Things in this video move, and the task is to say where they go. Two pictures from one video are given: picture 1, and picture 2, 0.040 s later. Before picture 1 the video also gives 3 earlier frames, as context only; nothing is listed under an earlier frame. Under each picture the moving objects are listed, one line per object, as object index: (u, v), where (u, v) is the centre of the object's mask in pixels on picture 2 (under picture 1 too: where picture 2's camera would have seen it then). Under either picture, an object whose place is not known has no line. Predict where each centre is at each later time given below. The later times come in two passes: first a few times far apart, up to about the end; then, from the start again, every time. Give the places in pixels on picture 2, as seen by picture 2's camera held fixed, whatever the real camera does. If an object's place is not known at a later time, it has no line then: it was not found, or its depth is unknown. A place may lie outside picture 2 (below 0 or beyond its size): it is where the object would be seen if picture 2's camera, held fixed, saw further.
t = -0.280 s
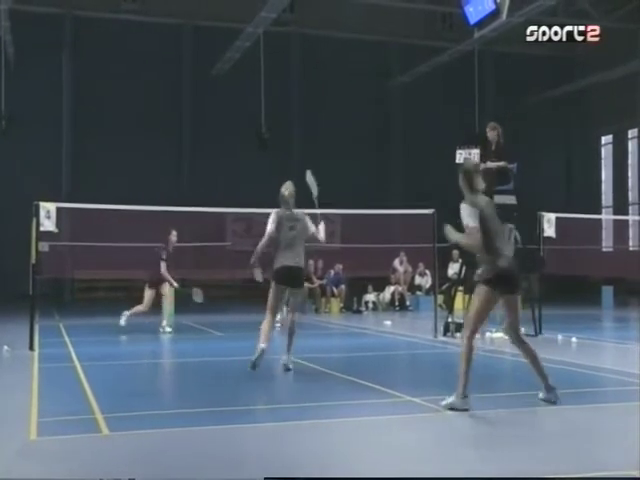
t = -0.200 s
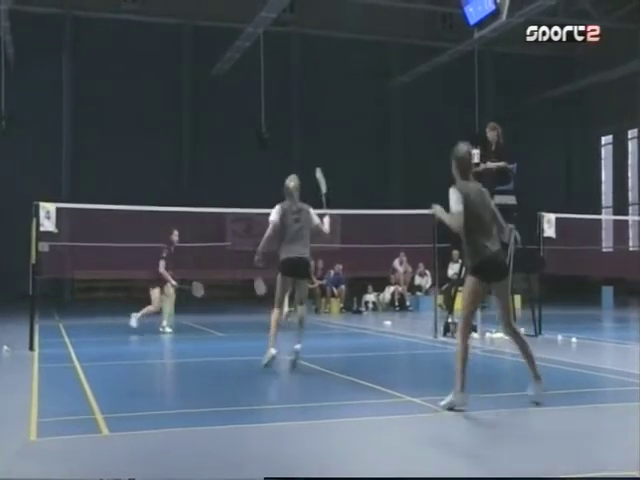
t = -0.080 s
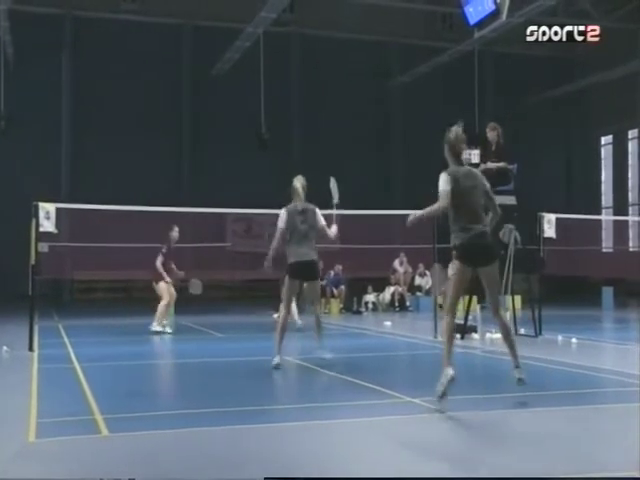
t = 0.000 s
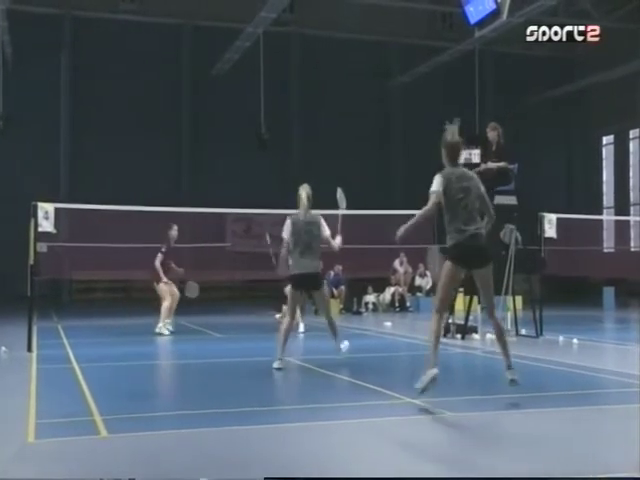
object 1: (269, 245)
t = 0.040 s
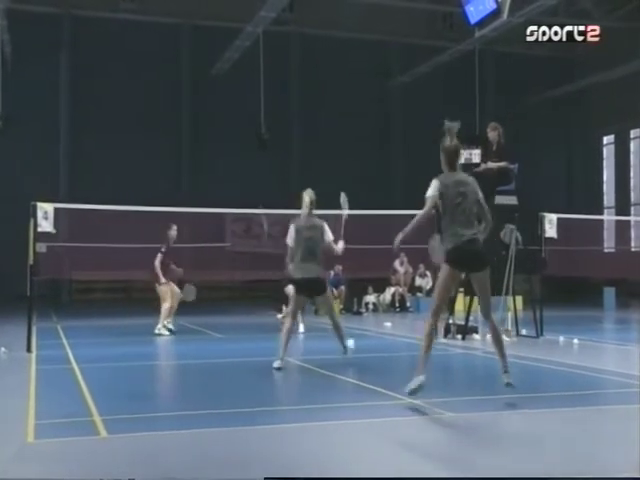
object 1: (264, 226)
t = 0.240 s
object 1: (231, 112)
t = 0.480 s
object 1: (196, 50)
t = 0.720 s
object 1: (160, 56)
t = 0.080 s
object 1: (256, 192)
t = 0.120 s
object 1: (249, 170)
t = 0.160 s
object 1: (243, 148)
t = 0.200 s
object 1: (237, 129)
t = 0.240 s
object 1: (231, 112)
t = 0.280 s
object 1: (226, 97)
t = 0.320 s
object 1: (220, 84)
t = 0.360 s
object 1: (214, 73)
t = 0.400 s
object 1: (208, 63)
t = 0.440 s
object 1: (202, 56)
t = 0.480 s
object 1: (196, 50)
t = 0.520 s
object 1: (191, 46)
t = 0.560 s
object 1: (185, 43)
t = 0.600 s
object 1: (179, 43)
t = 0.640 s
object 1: (173, 46)
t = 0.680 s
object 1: (167, 50)
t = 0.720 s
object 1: (160, 56)
